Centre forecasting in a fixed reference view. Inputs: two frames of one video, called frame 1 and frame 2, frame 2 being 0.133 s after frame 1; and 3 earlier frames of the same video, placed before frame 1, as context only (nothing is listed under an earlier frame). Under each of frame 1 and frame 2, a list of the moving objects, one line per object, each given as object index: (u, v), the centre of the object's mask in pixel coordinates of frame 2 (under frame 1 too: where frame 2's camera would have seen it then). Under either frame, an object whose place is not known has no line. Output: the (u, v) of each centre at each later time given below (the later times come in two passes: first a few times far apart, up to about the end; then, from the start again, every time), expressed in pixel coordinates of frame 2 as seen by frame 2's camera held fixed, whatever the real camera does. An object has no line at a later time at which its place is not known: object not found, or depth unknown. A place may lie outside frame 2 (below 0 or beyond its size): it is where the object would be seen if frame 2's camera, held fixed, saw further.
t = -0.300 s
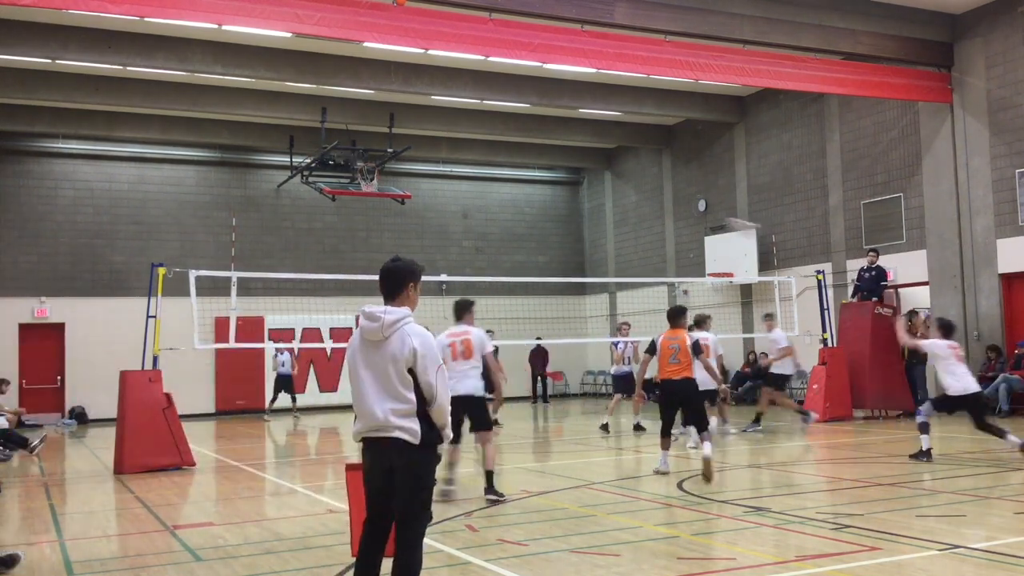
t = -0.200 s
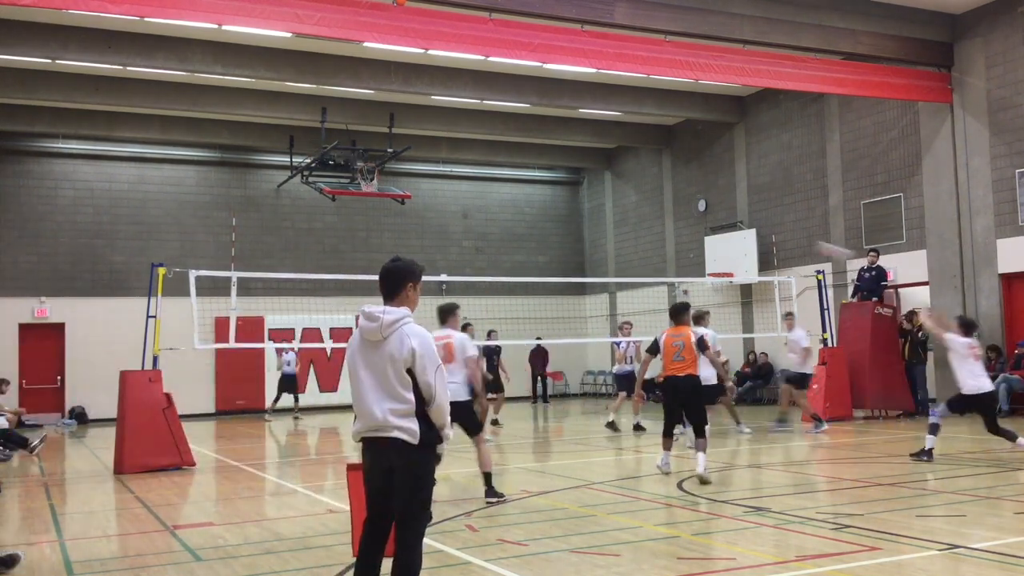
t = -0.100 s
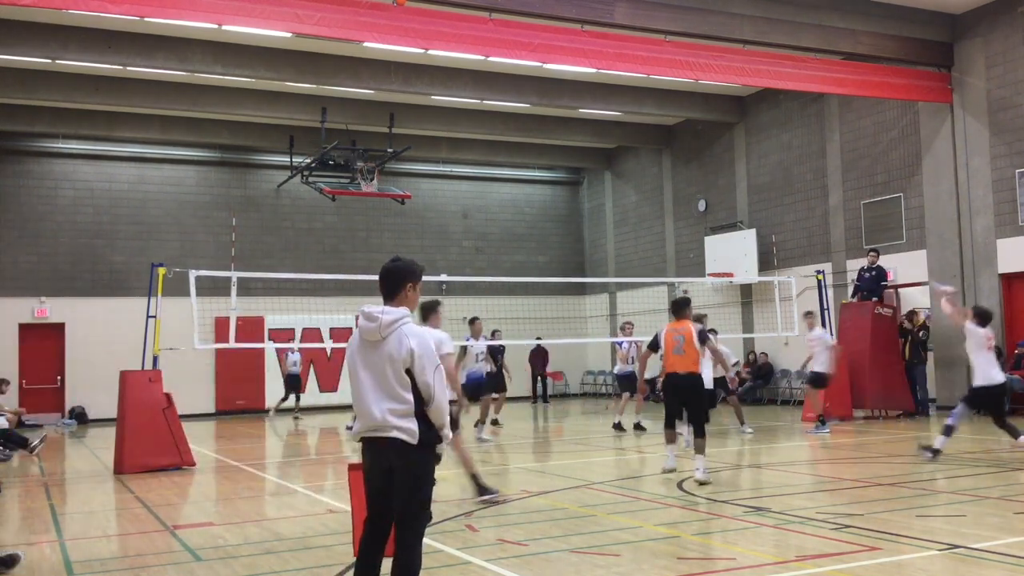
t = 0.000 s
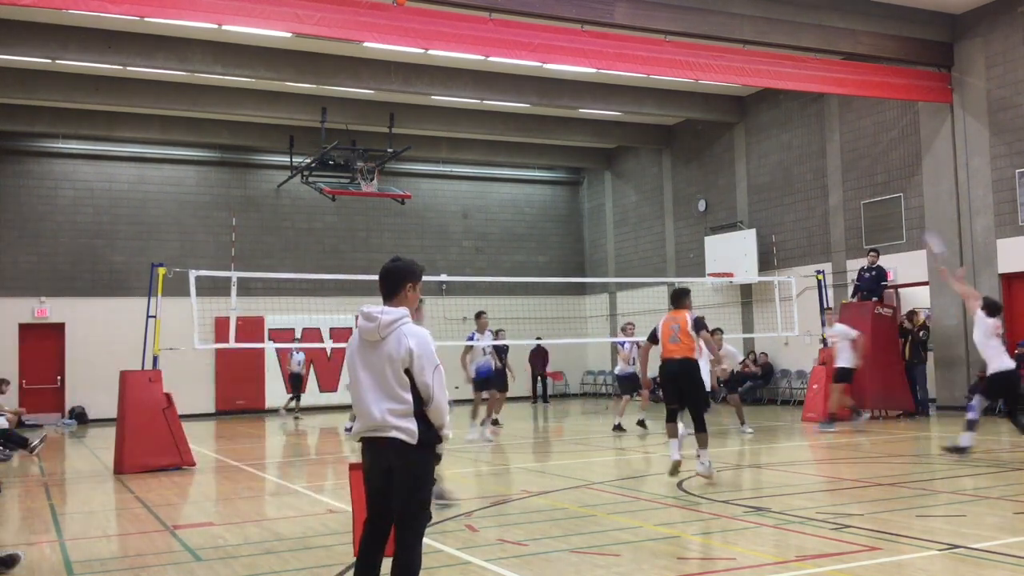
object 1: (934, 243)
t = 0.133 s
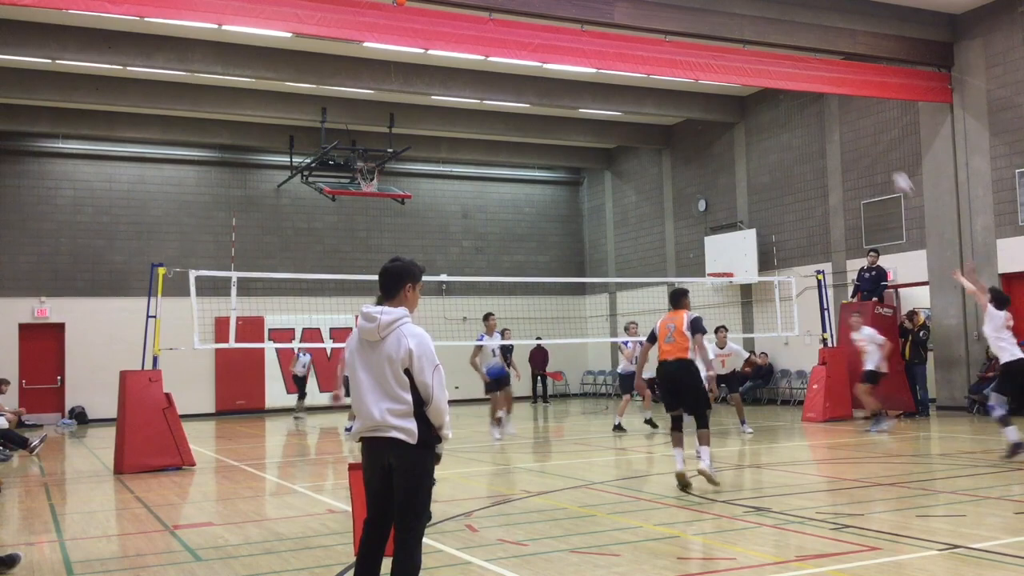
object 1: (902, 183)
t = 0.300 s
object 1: (866, 131)
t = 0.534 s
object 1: (823, 99)
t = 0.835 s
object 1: (777, 118)
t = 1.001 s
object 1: (754, 157)
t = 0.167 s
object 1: (894, 170)
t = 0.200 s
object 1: (887, 159)
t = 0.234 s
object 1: (880, 149)
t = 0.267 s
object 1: (873, 139)
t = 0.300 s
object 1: (866, 131)
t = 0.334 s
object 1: (860, 124)
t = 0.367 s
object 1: (853, 117)
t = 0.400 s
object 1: (846, 112)
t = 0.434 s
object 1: (841, 107)
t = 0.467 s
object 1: (835, 104)
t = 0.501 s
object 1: (829, 101)
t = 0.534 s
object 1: (823, 99)
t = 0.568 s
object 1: (817, 98)
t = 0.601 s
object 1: (812, 98)
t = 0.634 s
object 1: (806, 98)
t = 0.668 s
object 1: (801, 100)
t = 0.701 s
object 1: (797, 102)
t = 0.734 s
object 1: (791, 105)
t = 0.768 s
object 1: (786, 108)
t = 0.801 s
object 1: (782, 113)
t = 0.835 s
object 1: (777, 118)
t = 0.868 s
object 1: (772, 125)
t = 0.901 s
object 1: (767, 131)
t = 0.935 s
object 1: (763, 139)
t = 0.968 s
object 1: (758, 148)
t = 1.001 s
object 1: (754, 157)
